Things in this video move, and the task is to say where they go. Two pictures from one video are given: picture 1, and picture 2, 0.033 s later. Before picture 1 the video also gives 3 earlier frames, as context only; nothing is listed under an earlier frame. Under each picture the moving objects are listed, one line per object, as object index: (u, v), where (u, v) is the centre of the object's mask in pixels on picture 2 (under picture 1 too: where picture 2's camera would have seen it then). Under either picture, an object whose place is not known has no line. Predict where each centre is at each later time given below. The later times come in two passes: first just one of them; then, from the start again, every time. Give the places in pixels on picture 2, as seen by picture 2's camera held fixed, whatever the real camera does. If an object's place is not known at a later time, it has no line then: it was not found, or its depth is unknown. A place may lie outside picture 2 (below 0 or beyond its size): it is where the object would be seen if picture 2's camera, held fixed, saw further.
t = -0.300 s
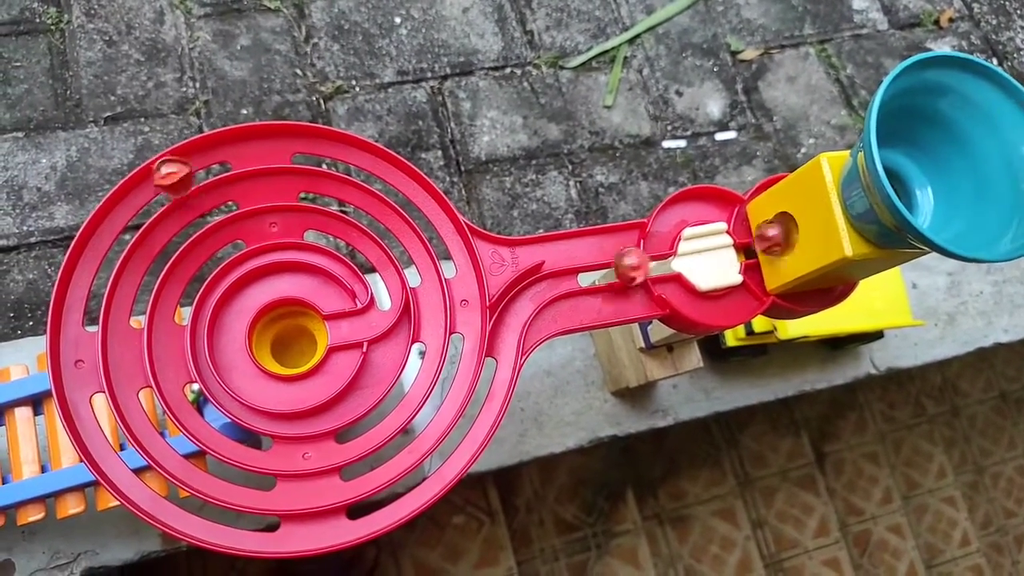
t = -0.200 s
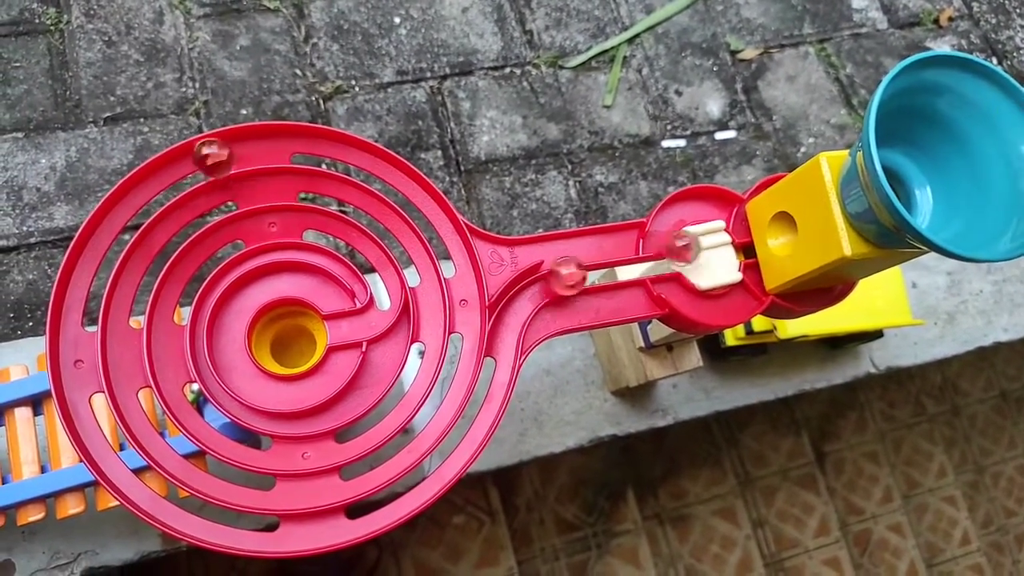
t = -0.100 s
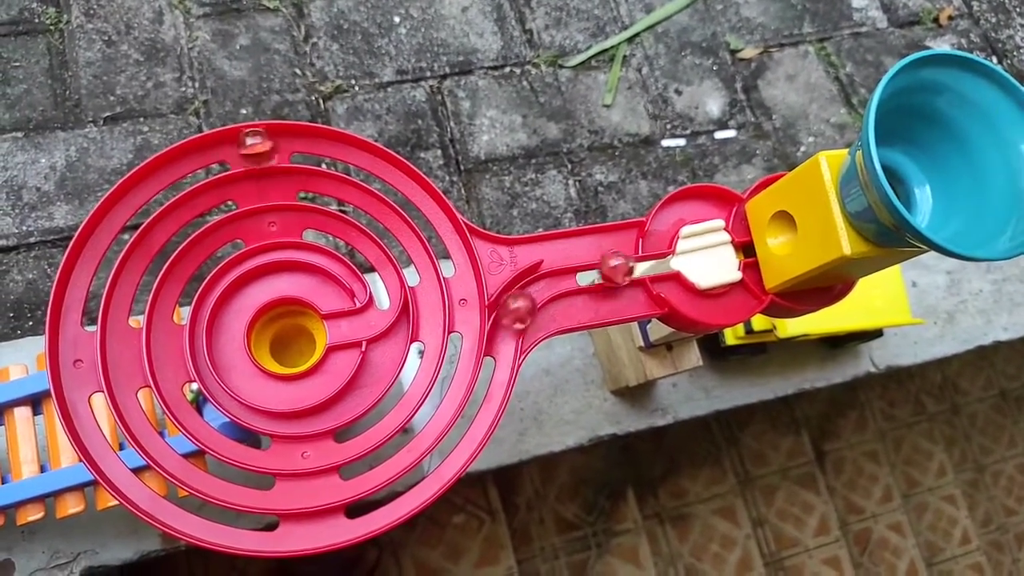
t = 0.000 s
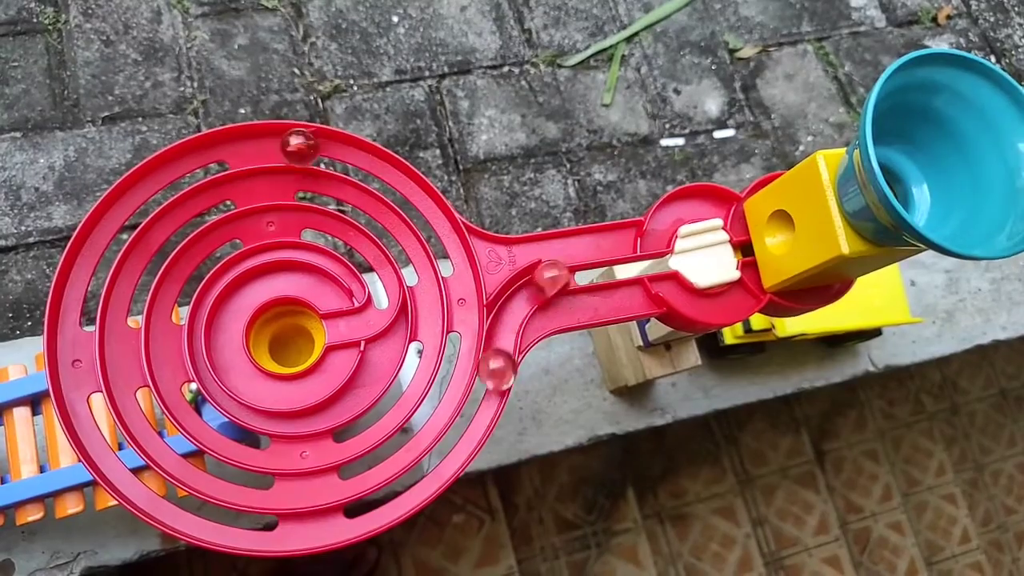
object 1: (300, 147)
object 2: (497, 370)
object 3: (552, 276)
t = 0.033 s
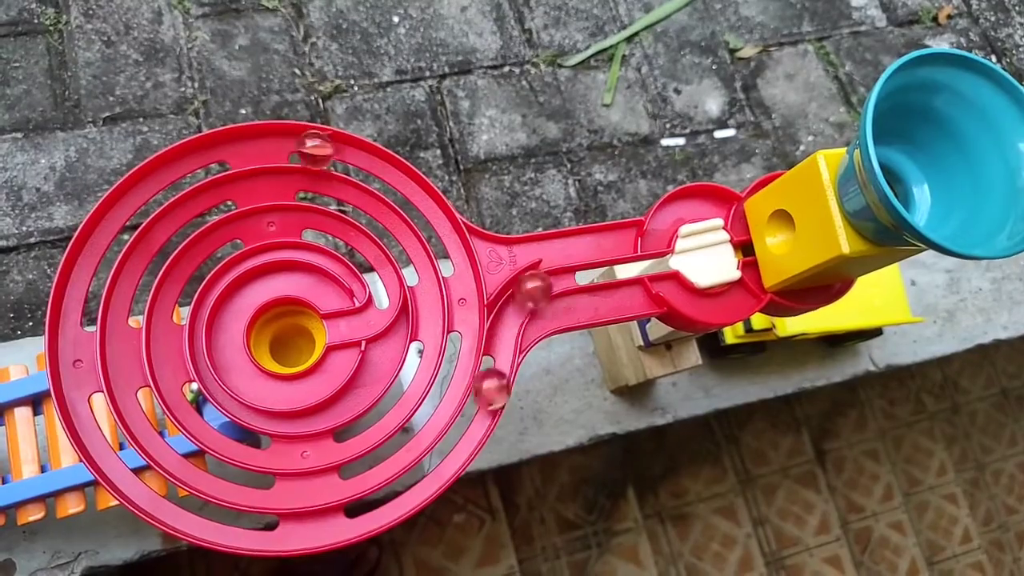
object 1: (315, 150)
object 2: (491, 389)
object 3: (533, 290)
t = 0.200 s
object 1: (385, 177)
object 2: (429, 474)
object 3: (492, 385)
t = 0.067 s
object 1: (329, 153)
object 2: (481, 408)
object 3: (520, 305)
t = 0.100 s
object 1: (344, 158)
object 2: (470, 426)
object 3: (508, 324)
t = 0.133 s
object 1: (358, 163)
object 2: (458, 443)
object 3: (503, 343)
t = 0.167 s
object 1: (372, 170)
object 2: (444, 459)
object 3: (499, 364)
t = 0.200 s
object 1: (385, 177)
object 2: (429, 474)
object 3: (492, 385)
